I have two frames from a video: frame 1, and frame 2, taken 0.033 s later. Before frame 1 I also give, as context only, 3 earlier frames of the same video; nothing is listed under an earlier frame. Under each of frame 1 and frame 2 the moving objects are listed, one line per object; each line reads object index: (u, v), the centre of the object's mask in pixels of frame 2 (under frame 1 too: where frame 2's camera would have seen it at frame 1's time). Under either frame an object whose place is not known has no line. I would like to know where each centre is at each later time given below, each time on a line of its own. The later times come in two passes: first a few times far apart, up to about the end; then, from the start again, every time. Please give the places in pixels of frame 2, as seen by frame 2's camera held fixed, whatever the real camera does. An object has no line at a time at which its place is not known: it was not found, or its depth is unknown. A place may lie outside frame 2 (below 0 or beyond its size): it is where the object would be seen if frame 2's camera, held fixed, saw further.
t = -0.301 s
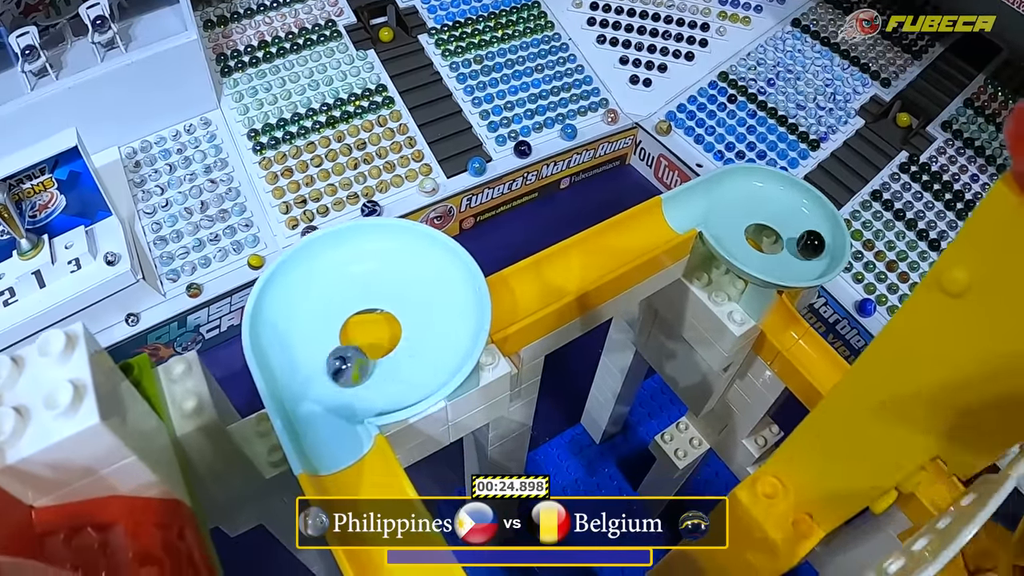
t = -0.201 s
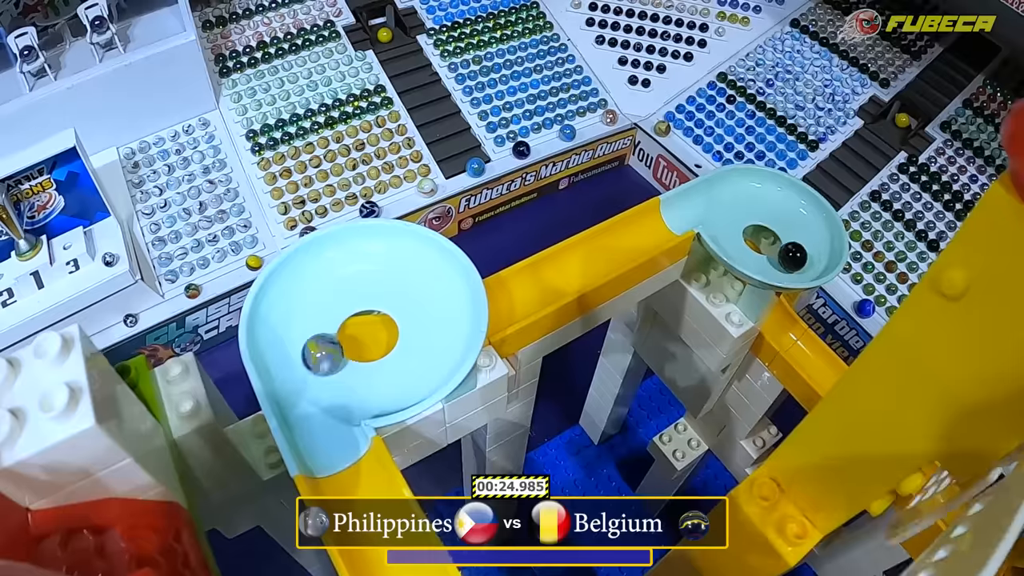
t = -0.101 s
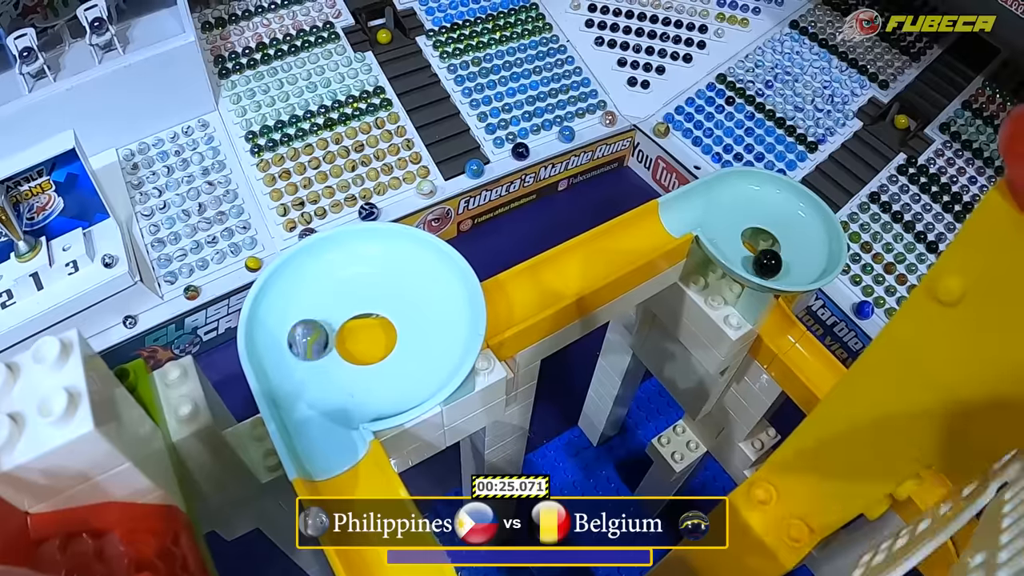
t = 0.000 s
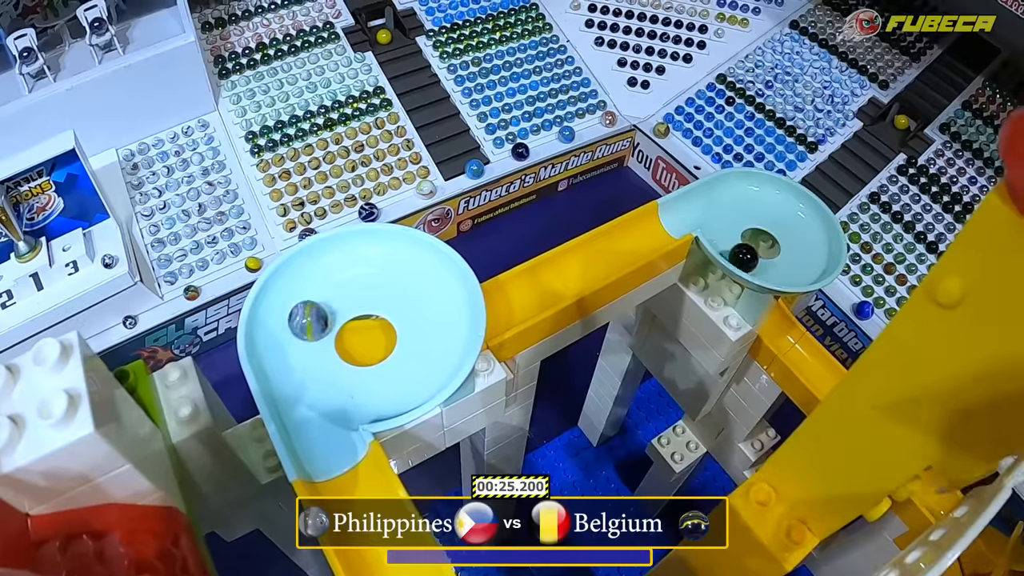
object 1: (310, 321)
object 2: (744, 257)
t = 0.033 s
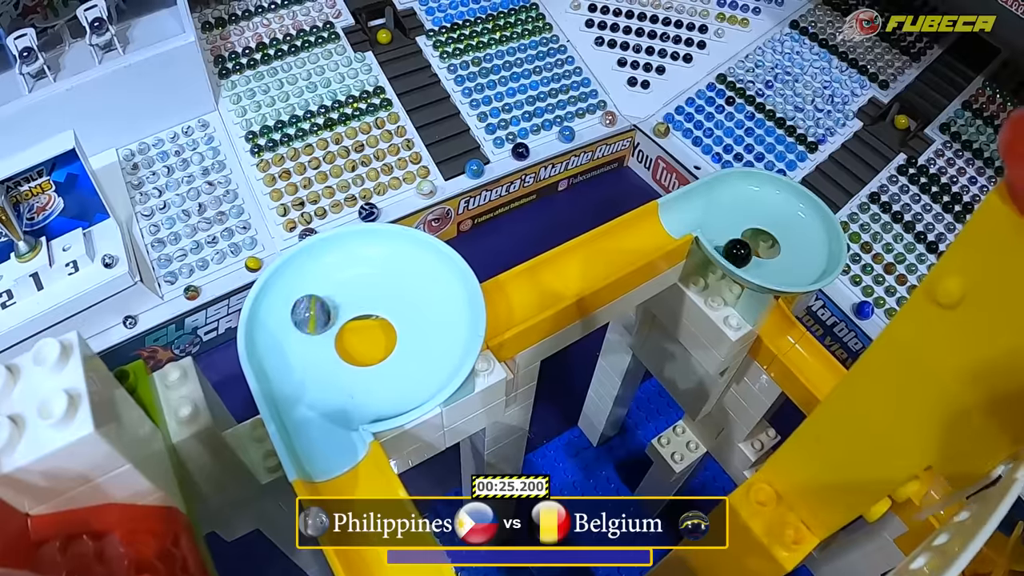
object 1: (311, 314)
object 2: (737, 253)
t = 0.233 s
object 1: (347, 290)
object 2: (727, 216)
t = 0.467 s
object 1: (388, 291)
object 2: (757, 198)
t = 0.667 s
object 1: (406, 325)
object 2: (792, 223)
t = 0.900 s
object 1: (392, 362)
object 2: (804, 259)
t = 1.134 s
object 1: (343, 366)
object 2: (758, 258)
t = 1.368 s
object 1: (317, 341)
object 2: (720, 224)
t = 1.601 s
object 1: (328, 304)
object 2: (745, 204)
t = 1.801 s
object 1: (354, 288)
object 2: (780, 211)
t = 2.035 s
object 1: (382, 299)
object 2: (800, 239)
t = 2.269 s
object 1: (385, 330)
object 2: (783, 262)
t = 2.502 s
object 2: (745, 252)
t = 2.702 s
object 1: (586, 264)
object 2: (727, 223)
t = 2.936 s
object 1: (702, 211)
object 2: (741, 203)
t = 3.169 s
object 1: (771, 201)
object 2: (812, 217)
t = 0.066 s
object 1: (316, 309)
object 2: (732, 247)
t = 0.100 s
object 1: (320, 304)
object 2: (728, 242)
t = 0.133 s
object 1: (326, 300)
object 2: (726, 236)
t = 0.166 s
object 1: (333, 296)
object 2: (725, 229)
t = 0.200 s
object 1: (340, 292)
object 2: (726, 222)
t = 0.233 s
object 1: (347, 290)
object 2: (727, 216)
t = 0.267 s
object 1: (354, 287)
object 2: (729, 211)
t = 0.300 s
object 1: (361, 286)
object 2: (731, 206)
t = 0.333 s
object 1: (367, 285)
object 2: (735, 202)
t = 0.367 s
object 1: (373, 286)
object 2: (740, 199)
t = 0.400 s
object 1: (379, 287)
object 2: (745, 197)
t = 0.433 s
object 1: (384, 289)
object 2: (751, 197)
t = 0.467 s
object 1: (388, 291)
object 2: (757, 198)
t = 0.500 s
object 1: (394, 297)
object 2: (764, 200)
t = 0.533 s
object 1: (398, 302)
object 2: (770, 203)
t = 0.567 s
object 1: (401, 307)
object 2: (776, 207)
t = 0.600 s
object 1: (403, 313)
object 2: (782, 212)
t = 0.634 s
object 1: (405, 318)
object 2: (787, 217)
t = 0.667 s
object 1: (406, 325)
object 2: (792, 223)
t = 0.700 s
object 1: (407, 331)
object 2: (797, 228)
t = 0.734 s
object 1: (407, 337)
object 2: (801, 234)
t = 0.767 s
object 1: (406, 343)
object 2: (803, 240)
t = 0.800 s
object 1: (404, 349)
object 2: (805, 245)
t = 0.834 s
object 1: (401, 354)
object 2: (806, 251)
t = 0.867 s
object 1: (397, 359)
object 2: (806, 255)
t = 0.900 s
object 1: (392, 362)
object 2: (804, 259)
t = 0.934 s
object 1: (386, 365)
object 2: (800, 262)
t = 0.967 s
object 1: (380, 367)
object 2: (795, 263)
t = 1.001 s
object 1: (373, 368)
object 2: (788, 264)
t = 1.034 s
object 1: (365, 368)
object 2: (781, 264)
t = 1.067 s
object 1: (358, 367)
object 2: (774, 263)
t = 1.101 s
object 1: (350, 367)
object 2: (766, 260)
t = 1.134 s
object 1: (343, 366)
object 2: (758, 258)
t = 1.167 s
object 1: (337, 365)
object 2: (750, 254)
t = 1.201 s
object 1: (331, 363)
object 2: (743, 249)
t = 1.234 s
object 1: (326, 360)
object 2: (736, 244)
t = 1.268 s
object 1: (322, 356)
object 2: (730, 240)
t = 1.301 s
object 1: (319, 352)
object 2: (725, 234)
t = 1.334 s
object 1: (317, 346)
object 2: (722, 229)
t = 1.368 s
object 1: (317, 341)
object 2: (720, 224)
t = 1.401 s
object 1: (317, 336)
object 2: (720, 219)
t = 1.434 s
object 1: (318, 330)
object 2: (722, 215)
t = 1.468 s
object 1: (320, 325)
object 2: (724, 212)
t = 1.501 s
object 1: (321, 320)
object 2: (729, 209)
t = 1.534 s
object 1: (324, 314)
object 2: (734, 207)
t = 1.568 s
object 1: (326, 309)
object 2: (739, 206)
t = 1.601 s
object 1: (328, 304)
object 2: (745, 204)
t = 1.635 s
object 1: (331, 300)
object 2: (751, 204)
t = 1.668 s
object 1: (336, 296)
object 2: (756, 204)
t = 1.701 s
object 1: (340, 293)
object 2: (762, 205)
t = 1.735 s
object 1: (344, 290)
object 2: (769, 206)
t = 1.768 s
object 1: (349, 289)
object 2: (775, 208)
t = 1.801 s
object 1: (354, 288)
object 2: (780, 211)
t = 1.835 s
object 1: (357, 288)
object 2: (785, 213)
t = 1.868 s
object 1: (361, 289)
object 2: (789, 217)
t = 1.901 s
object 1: (364, 291)
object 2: (792, 221)
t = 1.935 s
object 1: (368, 293)
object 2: (795, 225)
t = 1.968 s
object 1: (373, 295)
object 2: (797, 230)
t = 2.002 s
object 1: (378, 297)
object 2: (799, 235)
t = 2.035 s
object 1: (382, 299)
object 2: (800, 239)
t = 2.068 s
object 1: (386, 302)
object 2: (800, 244)
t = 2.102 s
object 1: (389, 305)
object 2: (799, 248)
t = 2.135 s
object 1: (392, 309)
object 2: (797, 252)
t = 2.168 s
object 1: (394, 313)
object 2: (794, 256)
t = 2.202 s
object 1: (395, 318)
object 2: (791, 259)
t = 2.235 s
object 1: (392, 324)
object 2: (787, 261)
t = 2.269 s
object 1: (385, 330)
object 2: (783, 262)
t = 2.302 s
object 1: (373, 342)
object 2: (778, 263)
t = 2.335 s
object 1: (362, 351)
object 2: (773, 263)
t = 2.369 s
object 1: (369, 333)
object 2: (767, 263)
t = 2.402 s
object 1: (381, 343)
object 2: (761, 261)
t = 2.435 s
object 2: (755, 259)
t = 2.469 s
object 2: (750, 255)
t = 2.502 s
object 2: (745, 252)
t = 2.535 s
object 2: (740, 248)
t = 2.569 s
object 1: (506, 311)
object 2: (736, 243)
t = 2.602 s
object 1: (531, 299)
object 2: (733, 237)
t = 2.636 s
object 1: (548, 287)
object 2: (730, 232)
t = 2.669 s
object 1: (565, 271)
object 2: (729, 227)
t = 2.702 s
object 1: (586, 264)
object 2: (727, 223)
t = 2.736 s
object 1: (608, 258)
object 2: (727, 218)
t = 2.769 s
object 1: (627, 250)
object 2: (728, 214)
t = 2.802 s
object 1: (641, 239)
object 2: (729, 211)
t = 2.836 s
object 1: (654, 227)
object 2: (731, 208)
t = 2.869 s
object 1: (671, 221)
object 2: (734, 206)
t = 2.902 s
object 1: (688, 217)
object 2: (737, 204)
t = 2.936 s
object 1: (702, 211)
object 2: (741, 203)
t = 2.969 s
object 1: (716, 205)
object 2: (745, 204)
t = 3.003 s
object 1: (725, 201)
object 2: (757, 204)
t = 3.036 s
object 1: (731, 198)
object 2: (771, 205)
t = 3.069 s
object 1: (740, 197)
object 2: (784, 206)
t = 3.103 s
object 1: (750, 197)
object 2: (797, 208)
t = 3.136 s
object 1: (760, 199)
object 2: (807, 211)
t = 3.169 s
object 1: (771, 201)
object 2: (812, 217)
